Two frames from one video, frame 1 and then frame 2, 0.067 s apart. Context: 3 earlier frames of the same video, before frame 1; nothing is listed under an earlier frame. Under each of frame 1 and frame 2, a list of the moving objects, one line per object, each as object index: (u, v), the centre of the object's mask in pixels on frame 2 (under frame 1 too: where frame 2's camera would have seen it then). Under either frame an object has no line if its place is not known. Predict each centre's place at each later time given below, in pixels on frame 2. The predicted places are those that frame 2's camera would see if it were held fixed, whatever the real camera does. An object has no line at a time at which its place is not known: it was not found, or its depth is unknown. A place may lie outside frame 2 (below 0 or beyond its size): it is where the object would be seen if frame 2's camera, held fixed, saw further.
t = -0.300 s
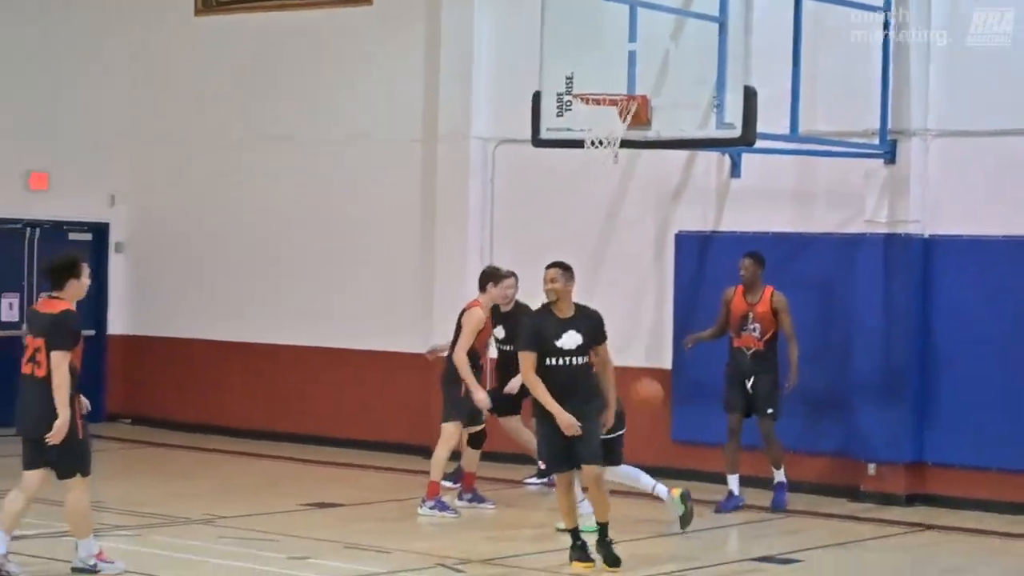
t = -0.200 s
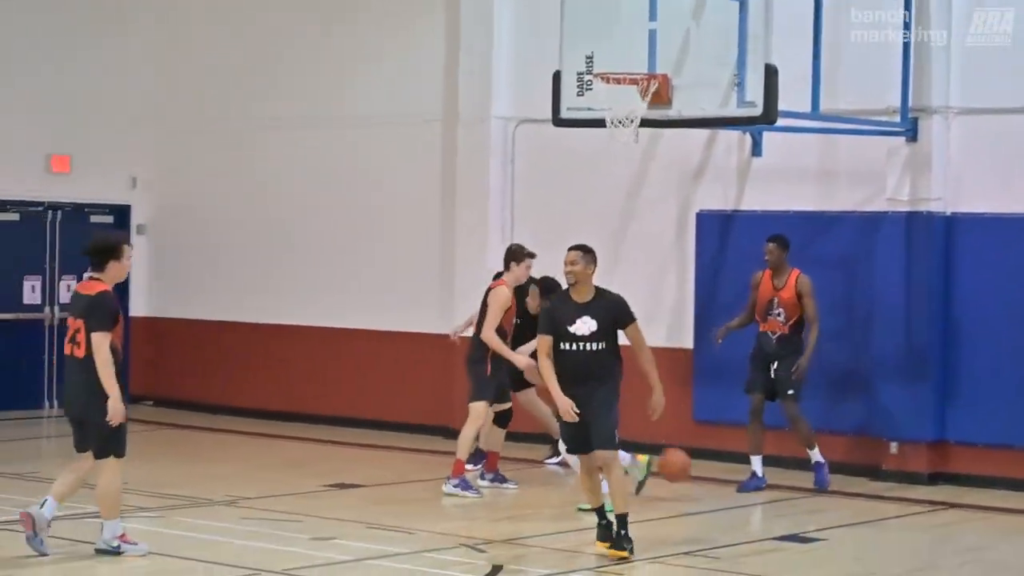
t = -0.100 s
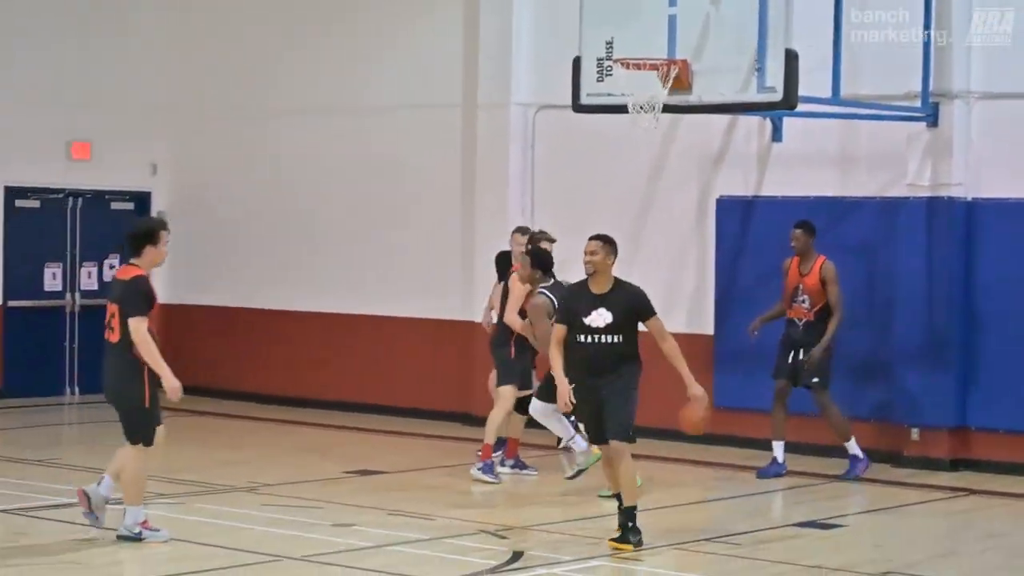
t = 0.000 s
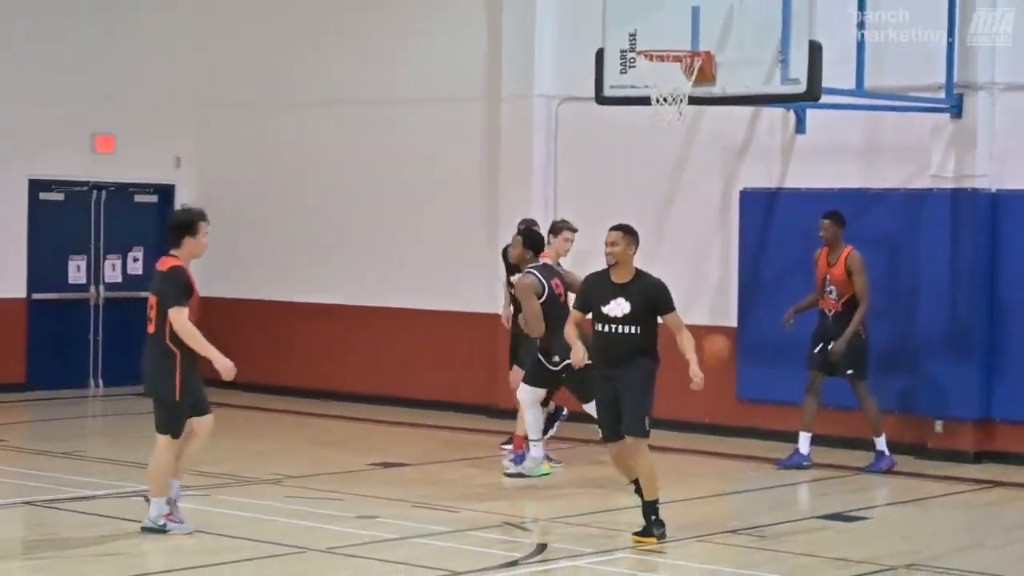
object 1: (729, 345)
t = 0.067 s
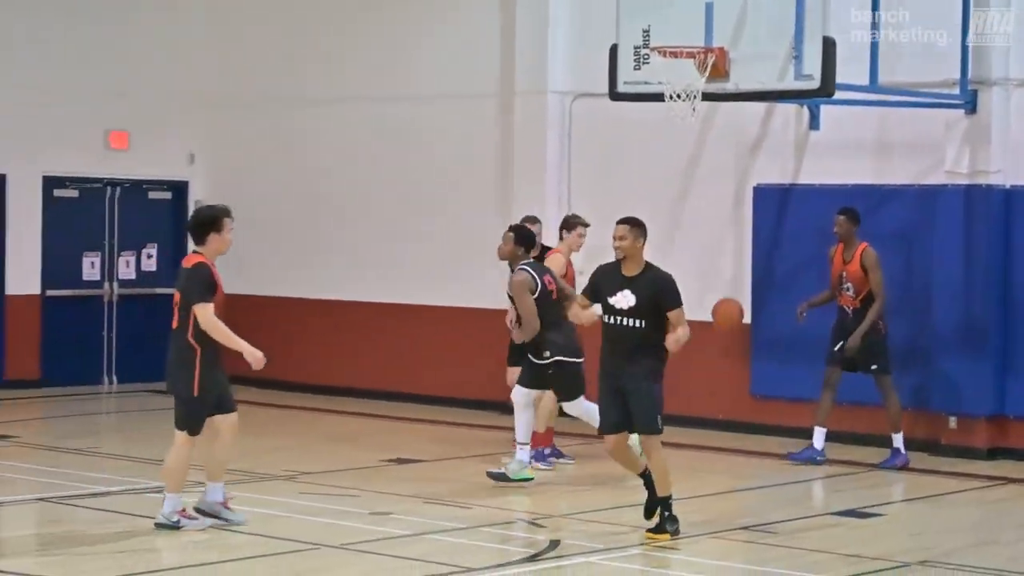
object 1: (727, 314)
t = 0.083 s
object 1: (727, 307)
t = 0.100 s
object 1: (727, 299)
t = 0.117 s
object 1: (726, 293)
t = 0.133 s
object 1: (726, 286)
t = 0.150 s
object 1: (726, 281)
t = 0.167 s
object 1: (726, 275)
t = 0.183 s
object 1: (725, 271)
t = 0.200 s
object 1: (725, 266)
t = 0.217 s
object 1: (724, 262)
